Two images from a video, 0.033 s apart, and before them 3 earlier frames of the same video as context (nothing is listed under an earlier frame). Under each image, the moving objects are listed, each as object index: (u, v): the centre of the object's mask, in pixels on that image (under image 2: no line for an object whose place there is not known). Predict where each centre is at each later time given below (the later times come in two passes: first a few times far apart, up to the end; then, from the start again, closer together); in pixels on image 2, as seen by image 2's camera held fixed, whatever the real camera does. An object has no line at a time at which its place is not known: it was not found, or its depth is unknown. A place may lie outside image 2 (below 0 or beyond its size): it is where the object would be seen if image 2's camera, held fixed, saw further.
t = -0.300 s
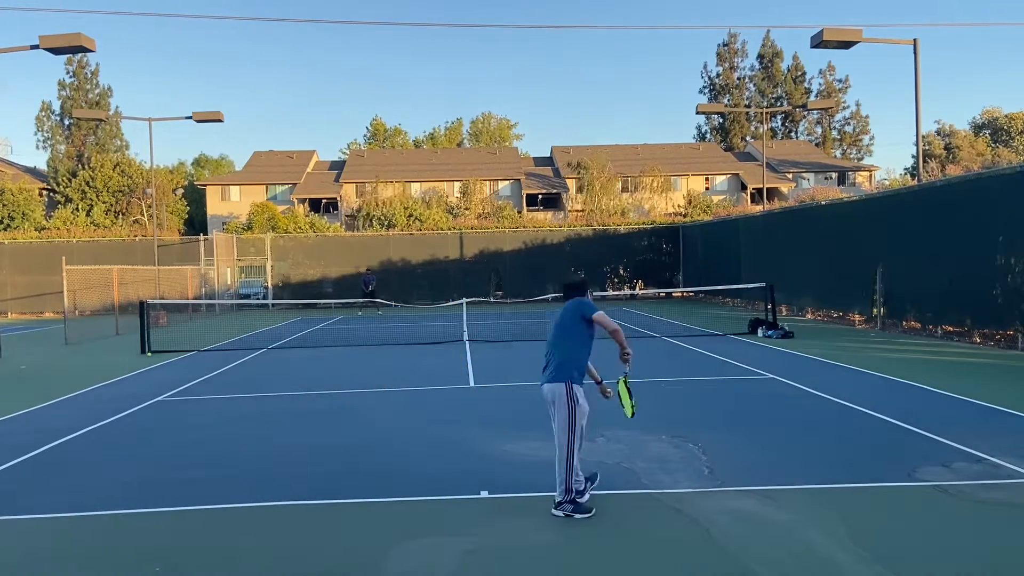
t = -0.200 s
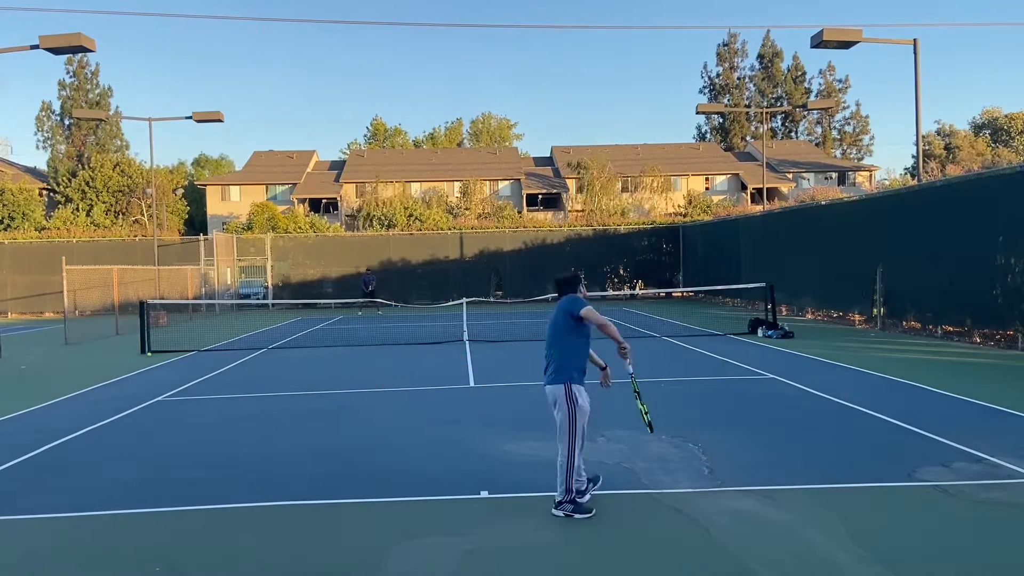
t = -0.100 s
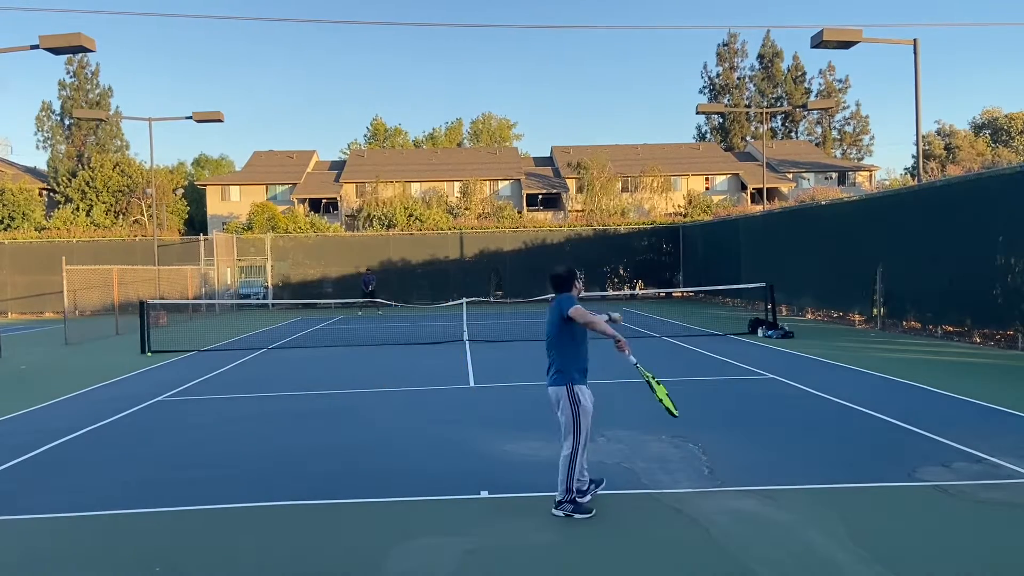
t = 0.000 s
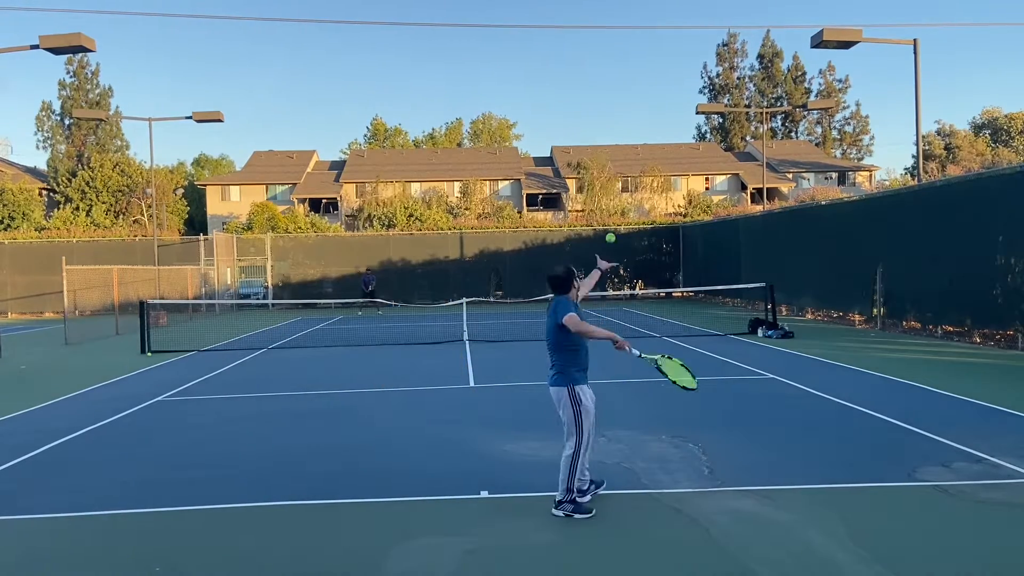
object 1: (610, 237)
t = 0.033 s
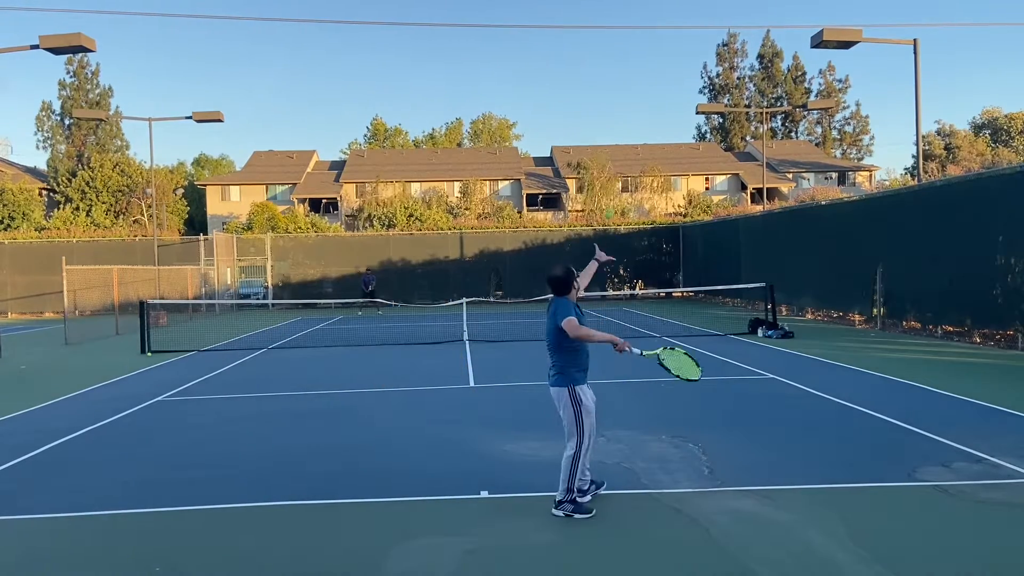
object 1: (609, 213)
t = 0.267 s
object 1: (594, 93)
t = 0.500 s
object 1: (579, 45)
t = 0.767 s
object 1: (564, 81)
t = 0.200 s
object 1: (598, 120)
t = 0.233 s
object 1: (596, 106)
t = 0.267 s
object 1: (594, 93)
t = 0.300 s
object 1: (592, 81)
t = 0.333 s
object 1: (590, 72)
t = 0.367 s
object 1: (588, 63)
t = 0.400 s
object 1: (586, 56)
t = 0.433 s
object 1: (584, 51)
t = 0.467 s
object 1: (582, 47)
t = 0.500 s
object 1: (579, 45)
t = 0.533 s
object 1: (578, 44)
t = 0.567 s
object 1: (576, 45)
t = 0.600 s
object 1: (574, 47)
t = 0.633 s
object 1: (572, 51)
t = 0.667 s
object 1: (570, 56)
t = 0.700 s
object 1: (567, 63)
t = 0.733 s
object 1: (565, 72)
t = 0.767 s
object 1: (564, 81)
